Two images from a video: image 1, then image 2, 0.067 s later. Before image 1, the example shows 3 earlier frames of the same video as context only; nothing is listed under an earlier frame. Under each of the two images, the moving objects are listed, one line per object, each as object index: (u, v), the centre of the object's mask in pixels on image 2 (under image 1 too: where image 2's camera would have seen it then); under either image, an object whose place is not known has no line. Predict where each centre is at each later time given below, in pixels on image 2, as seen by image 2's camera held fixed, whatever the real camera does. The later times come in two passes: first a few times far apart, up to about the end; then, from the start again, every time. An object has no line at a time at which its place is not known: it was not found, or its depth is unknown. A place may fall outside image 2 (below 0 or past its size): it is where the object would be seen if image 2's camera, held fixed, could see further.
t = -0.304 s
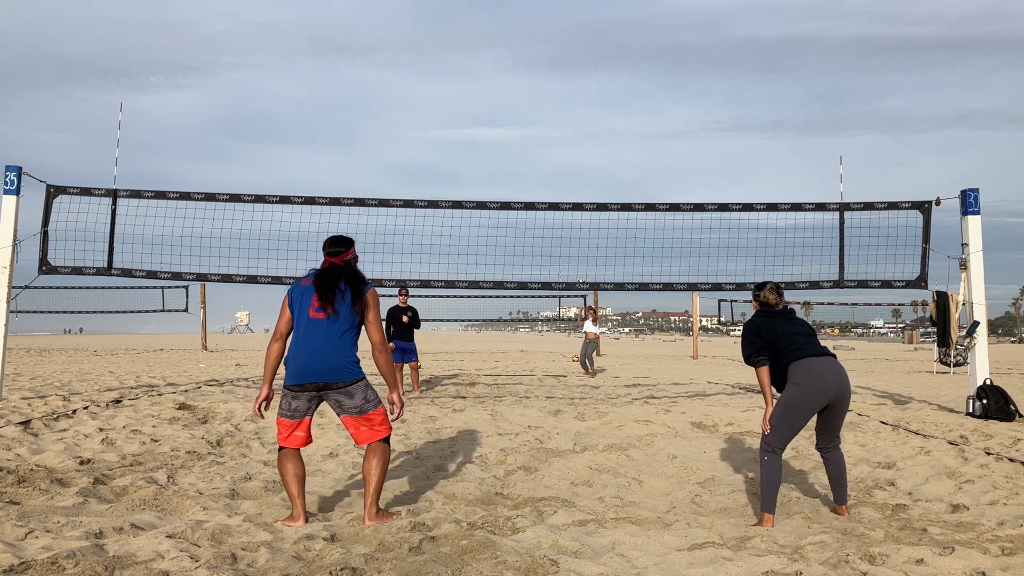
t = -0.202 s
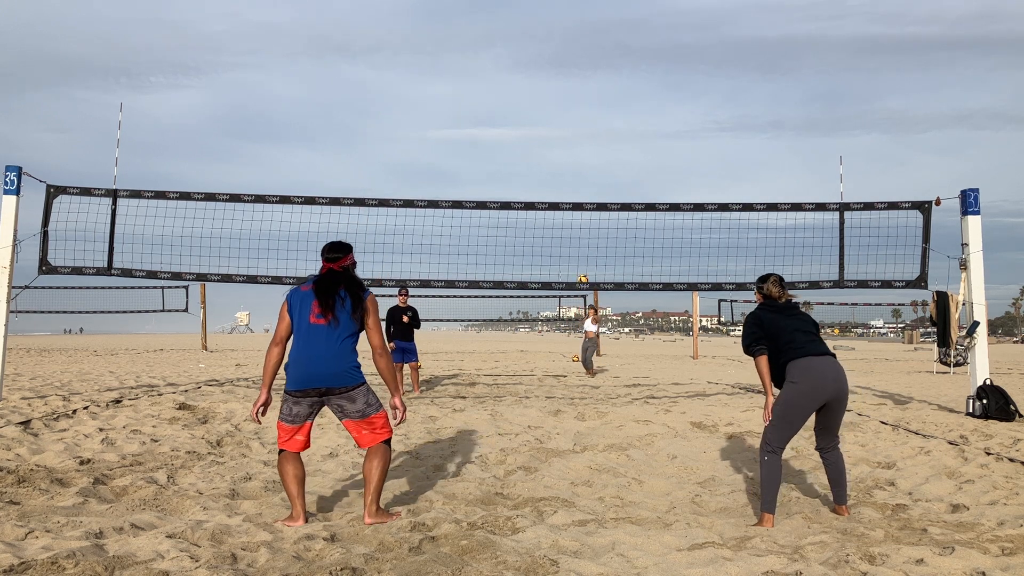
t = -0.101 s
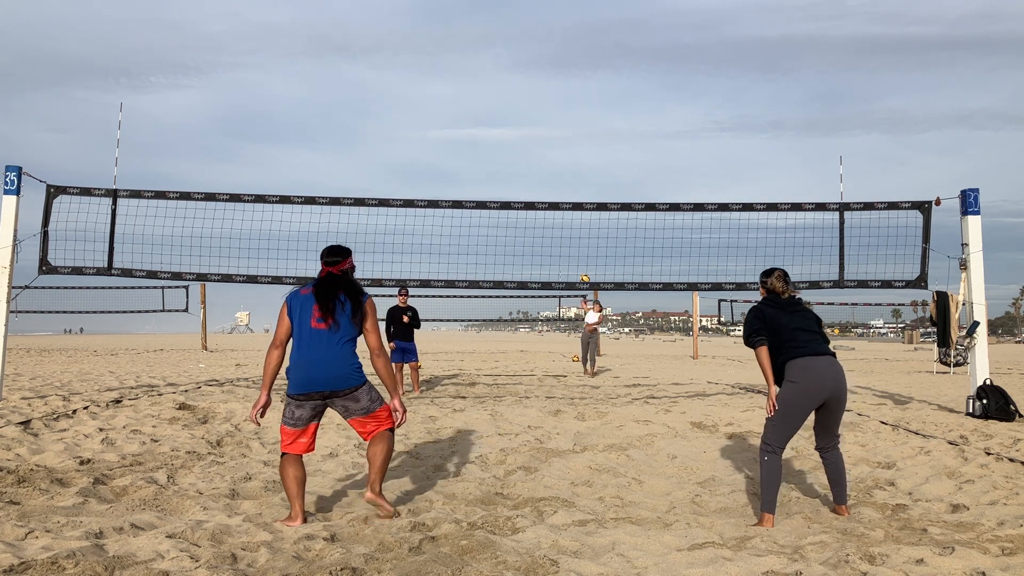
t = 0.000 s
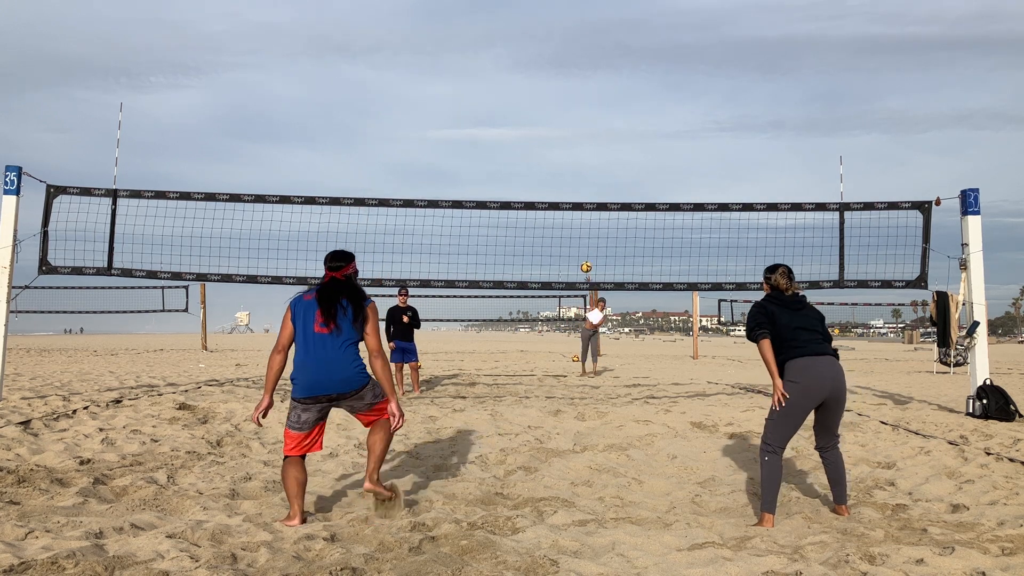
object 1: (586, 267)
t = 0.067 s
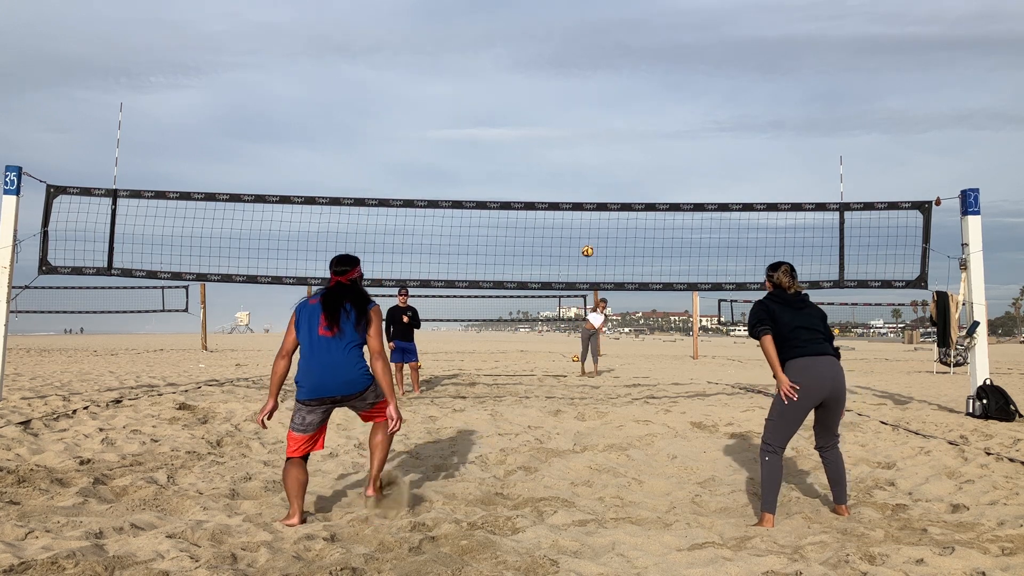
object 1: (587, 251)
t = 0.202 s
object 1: (589, 223)
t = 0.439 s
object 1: (593, 193)
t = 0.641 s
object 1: (598, 195)
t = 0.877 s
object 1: (593, 213)
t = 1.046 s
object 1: (588, 268)
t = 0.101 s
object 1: (588, 244)
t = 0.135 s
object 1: (588, 236)
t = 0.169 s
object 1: (589, 229)
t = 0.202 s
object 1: (589, 223)
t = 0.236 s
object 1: (589, 217)
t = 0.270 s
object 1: (589, 214)
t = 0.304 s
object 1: (589, 202)
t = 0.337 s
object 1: (591, 199)
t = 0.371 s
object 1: (591, 197)
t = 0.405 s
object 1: (592, 195)
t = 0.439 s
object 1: (593, 193)
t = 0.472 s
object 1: (594, 191)
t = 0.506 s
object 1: (595, 191)
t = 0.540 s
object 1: (596, 190)
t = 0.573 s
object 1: (597, 191)
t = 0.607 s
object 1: (597, 193)
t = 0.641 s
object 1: (598, 195)
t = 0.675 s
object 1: (598, 197)
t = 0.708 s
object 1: (597, 197)
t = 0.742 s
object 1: (596, 197)
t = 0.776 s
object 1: (595, 199)
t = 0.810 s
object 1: (595, 202)
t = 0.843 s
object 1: (594, 207)
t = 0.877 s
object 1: (593, 213)
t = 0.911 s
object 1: (592, 221)
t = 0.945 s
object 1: (591, 230)
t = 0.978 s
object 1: (590, 240)
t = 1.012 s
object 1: (589, 253)
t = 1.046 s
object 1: (588, 268)
